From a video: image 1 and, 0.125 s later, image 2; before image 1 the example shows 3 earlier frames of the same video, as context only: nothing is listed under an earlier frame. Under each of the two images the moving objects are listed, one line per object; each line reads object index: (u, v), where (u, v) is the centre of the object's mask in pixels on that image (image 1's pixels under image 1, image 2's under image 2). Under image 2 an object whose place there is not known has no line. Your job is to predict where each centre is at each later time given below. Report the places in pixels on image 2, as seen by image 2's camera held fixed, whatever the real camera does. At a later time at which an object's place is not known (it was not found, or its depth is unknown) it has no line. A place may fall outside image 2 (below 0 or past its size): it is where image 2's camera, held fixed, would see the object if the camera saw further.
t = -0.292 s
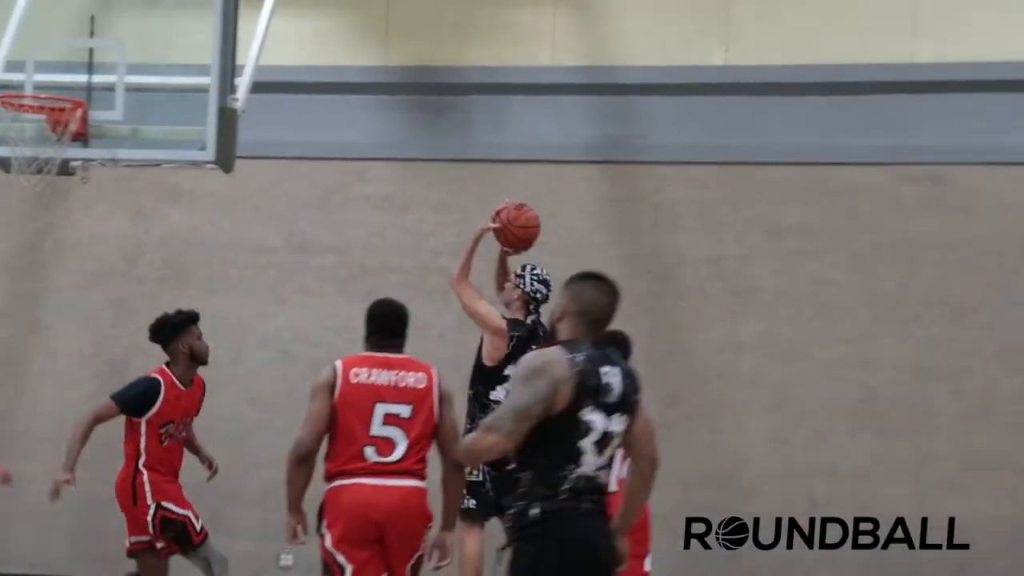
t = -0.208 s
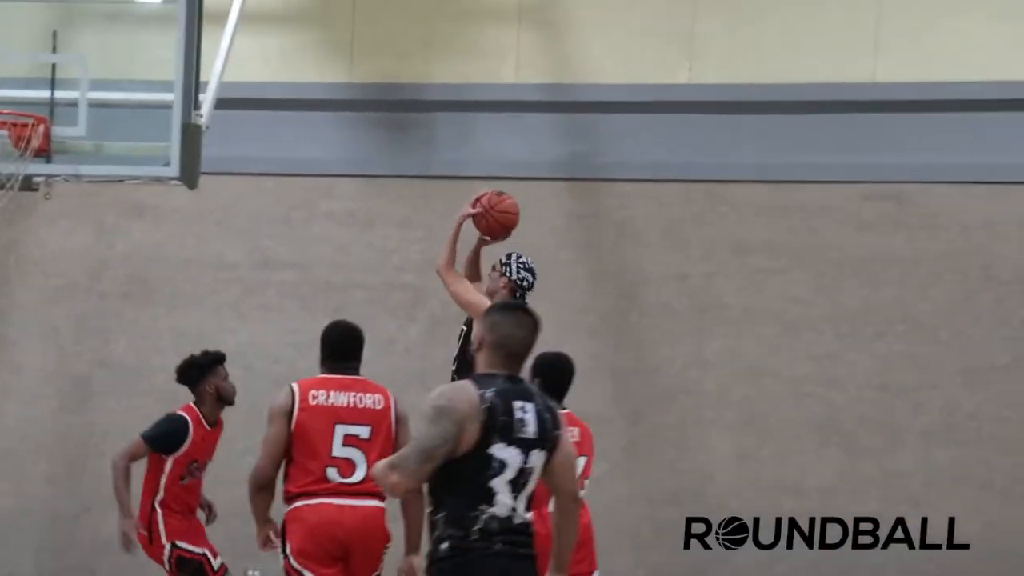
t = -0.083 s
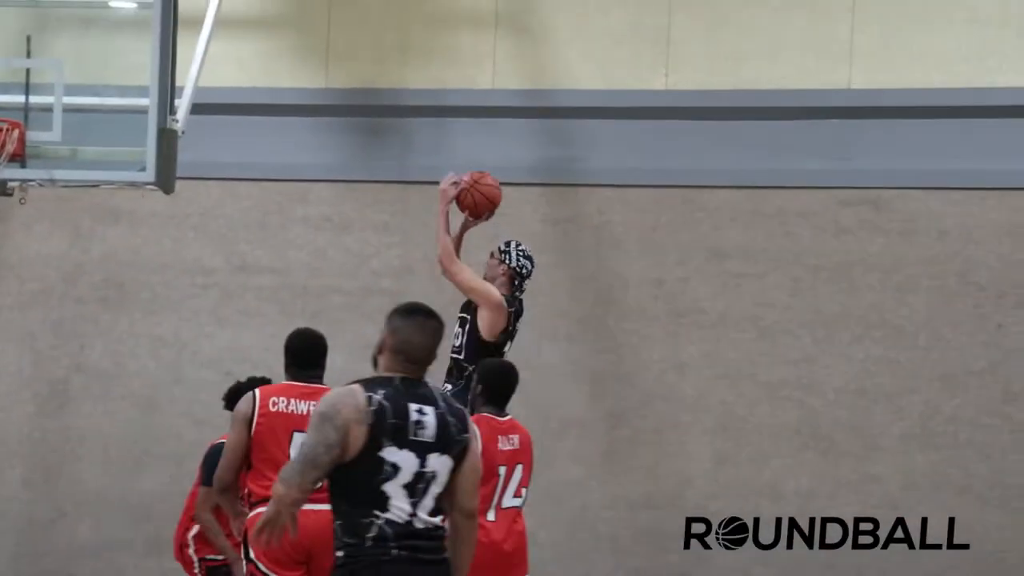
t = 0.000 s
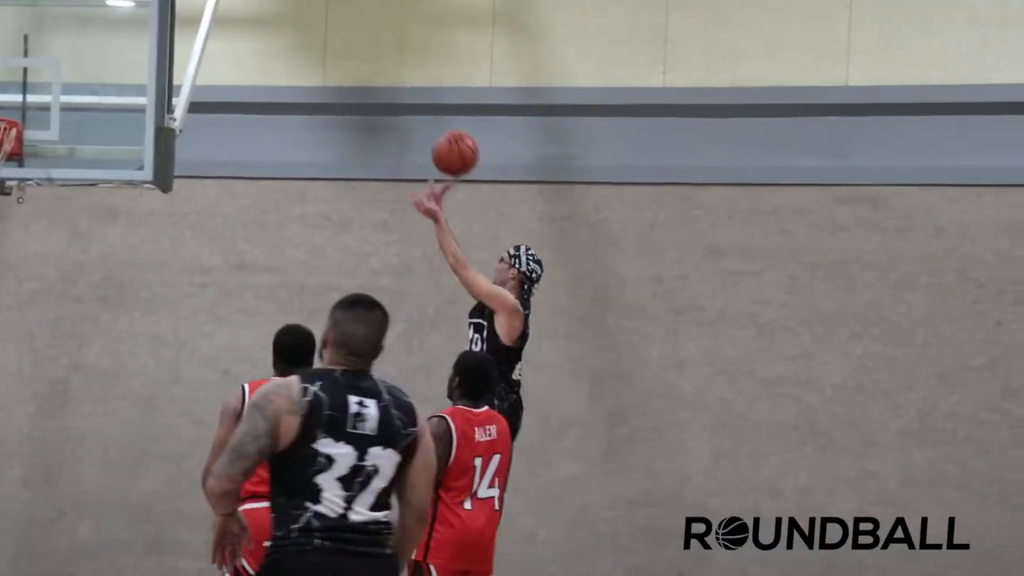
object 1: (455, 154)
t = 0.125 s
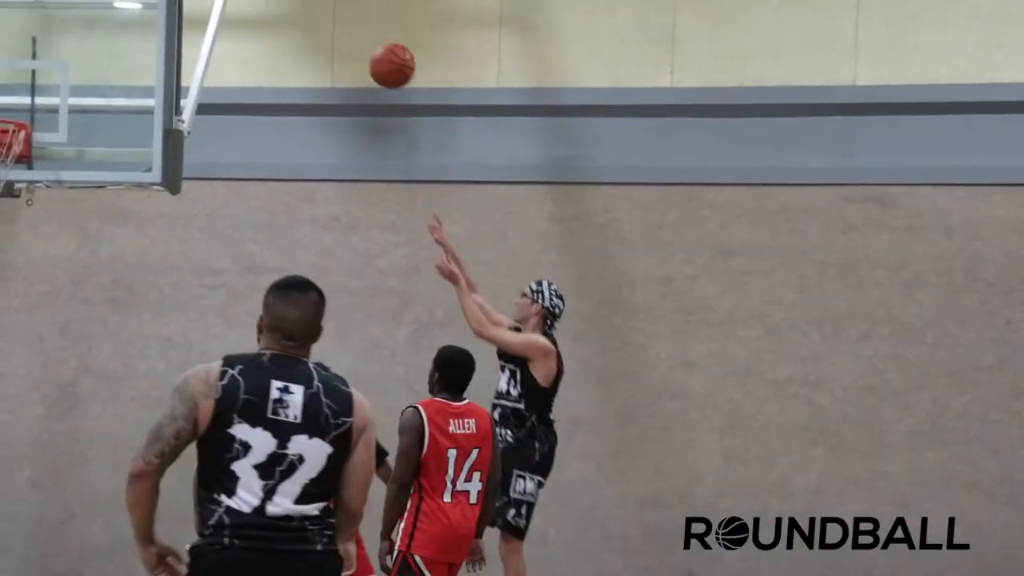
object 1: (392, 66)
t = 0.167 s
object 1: (369, 43)
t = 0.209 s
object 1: (345, 23)
